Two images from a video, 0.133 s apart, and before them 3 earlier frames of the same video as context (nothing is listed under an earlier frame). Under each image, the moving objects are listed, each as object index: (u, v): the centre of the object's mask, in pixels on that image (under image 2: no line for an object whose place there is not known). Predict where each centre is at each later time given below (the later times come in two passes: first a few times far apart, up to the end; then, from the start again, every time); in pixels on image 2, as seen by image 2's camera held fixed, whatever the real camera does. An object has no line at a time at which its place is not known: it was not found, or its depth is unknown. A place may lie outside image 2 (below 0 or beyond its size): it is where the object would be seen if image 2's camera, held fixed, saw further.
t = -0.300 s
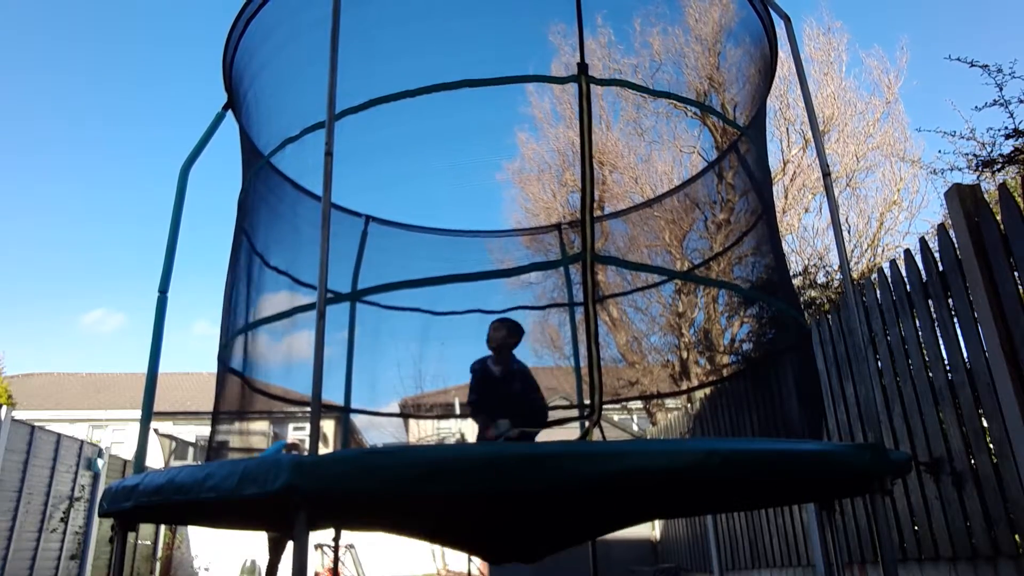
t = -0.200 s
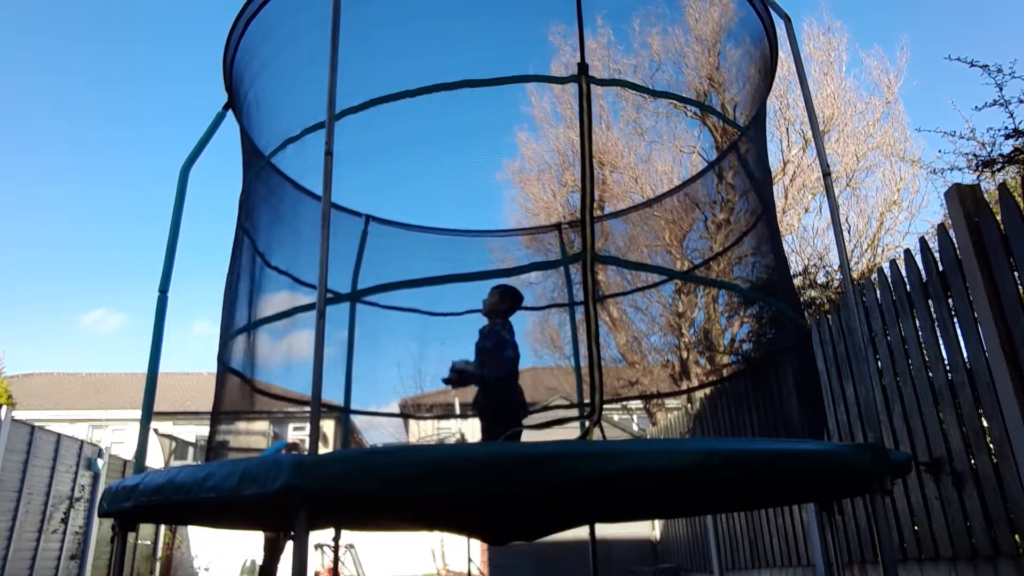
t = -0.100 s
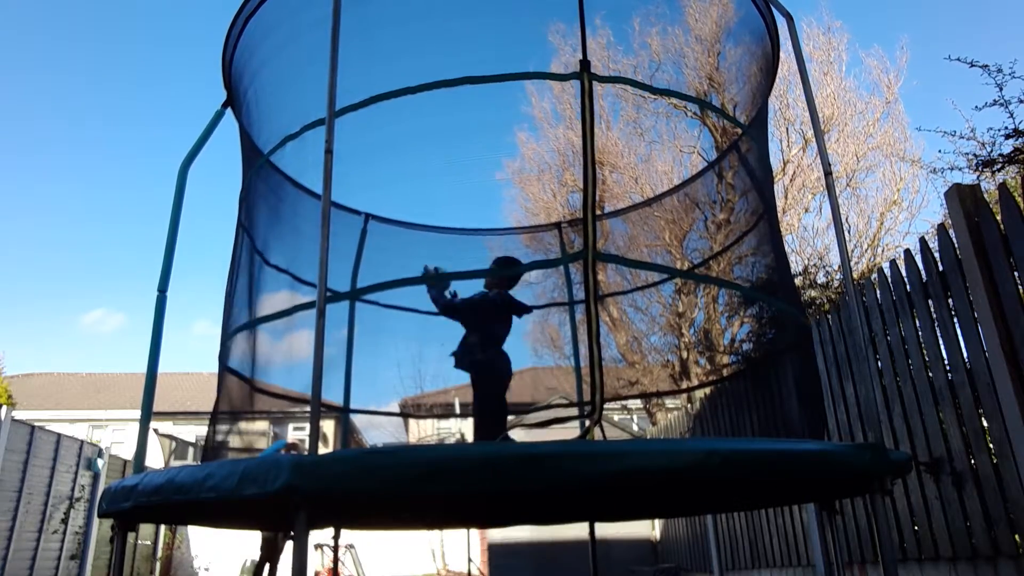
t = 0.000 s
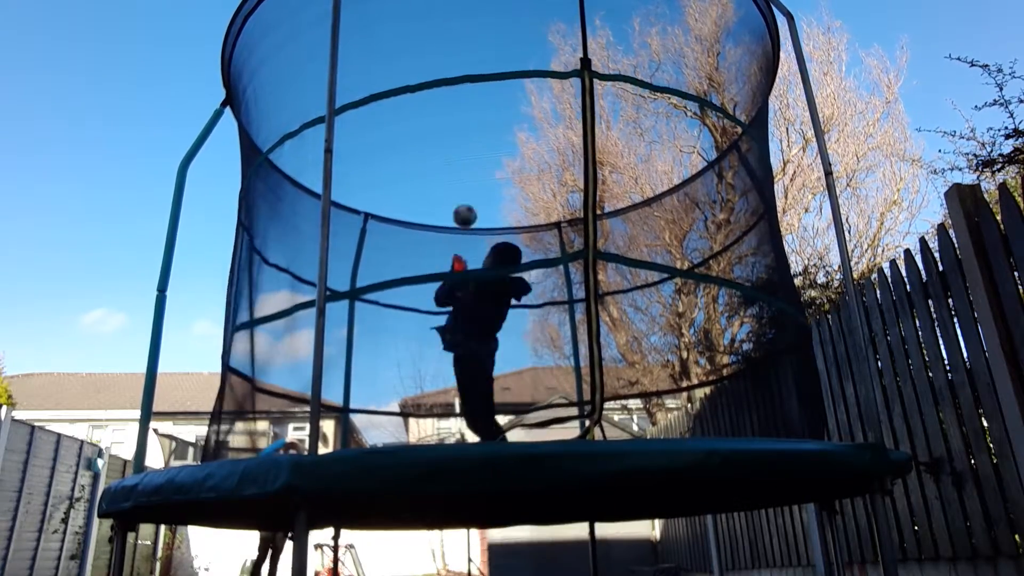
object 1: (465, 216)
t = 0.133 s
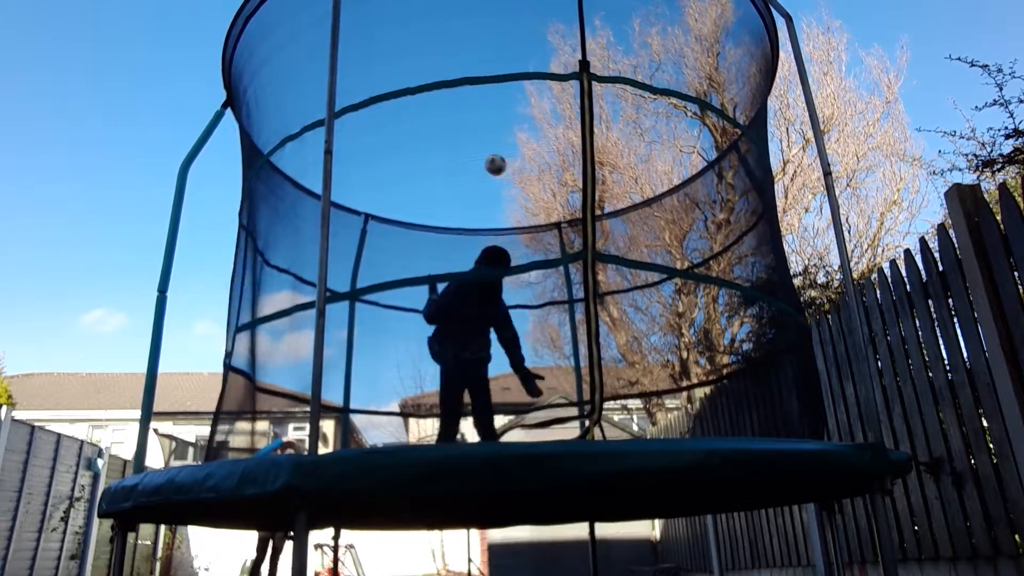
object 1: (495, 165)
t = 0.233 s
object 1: (515, 146)
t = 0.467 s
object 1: (555, 153)
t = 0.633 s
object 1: (578, 191)
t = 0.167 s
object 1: (503, 157)
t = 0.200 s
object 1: (509, 150)
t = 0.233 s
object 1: (515, 146)
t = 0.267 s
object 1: (521, 143)
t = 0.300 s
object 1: (527, 141)
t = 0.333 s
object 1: (533, 141)
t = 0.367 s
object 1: (539, 142)
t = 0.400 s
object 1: (544, 145)
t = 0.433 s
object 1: (550, 148)
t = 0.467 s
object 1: (555, 153)
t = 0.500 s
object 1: (560, 158)
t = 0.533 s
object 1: (565, 165)
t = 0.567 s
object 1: (571, 173)
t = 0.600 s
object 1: (575, 181)
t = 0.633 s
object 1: (578, 191)
